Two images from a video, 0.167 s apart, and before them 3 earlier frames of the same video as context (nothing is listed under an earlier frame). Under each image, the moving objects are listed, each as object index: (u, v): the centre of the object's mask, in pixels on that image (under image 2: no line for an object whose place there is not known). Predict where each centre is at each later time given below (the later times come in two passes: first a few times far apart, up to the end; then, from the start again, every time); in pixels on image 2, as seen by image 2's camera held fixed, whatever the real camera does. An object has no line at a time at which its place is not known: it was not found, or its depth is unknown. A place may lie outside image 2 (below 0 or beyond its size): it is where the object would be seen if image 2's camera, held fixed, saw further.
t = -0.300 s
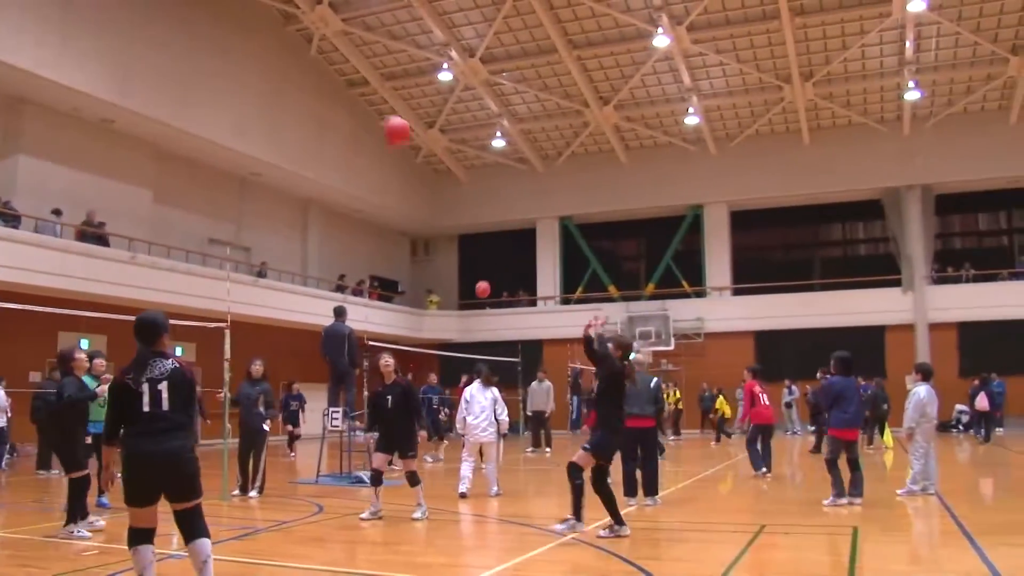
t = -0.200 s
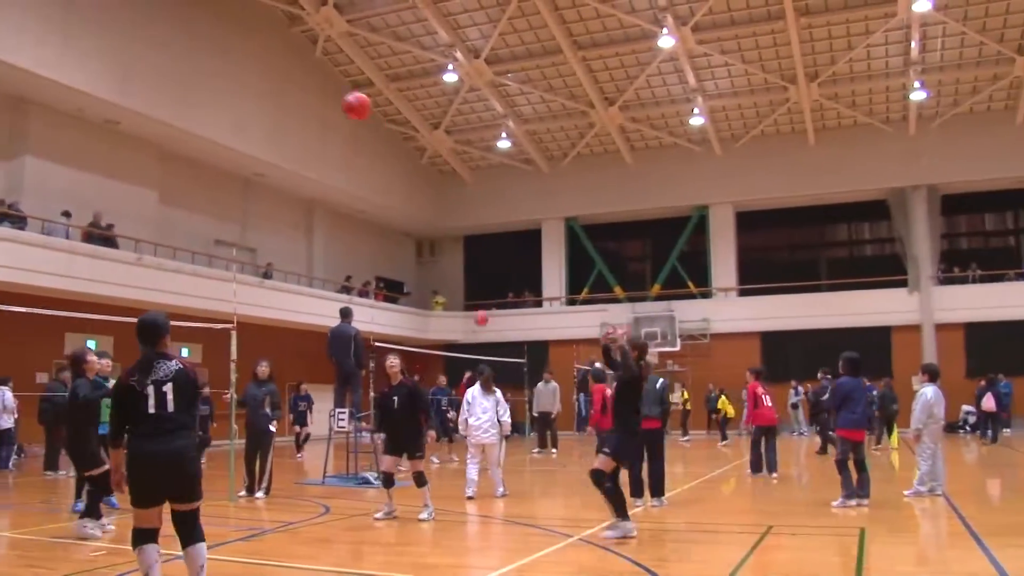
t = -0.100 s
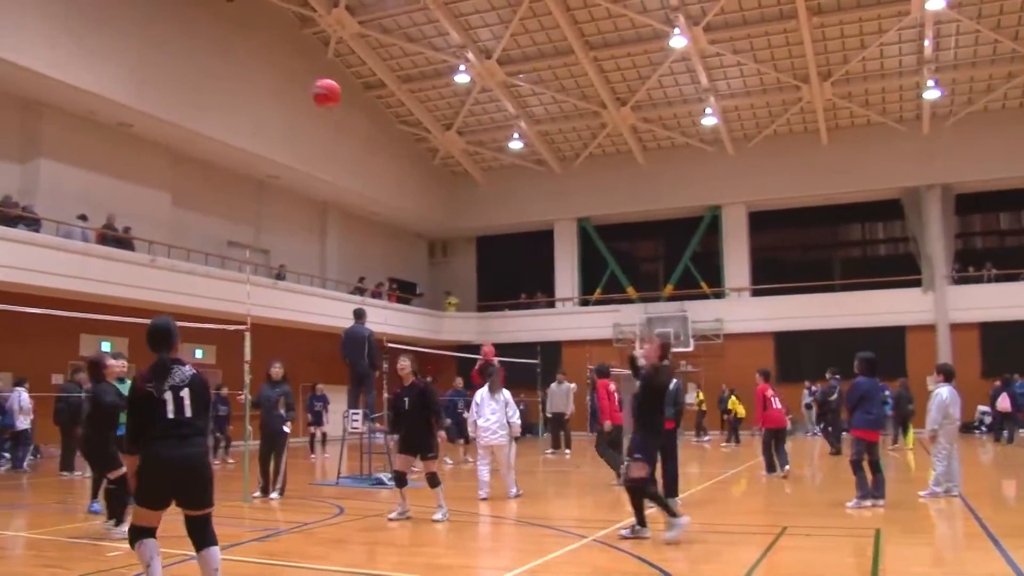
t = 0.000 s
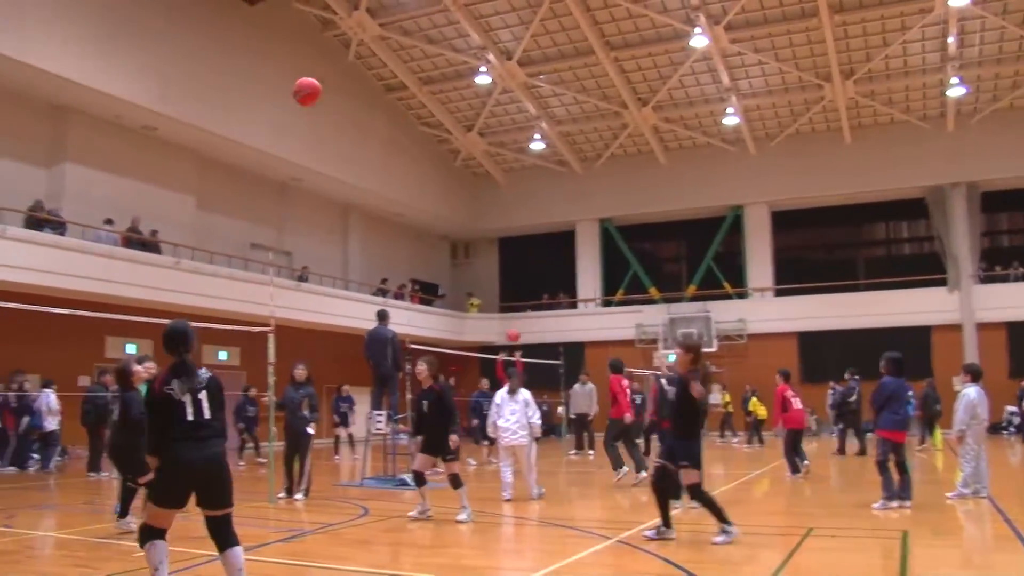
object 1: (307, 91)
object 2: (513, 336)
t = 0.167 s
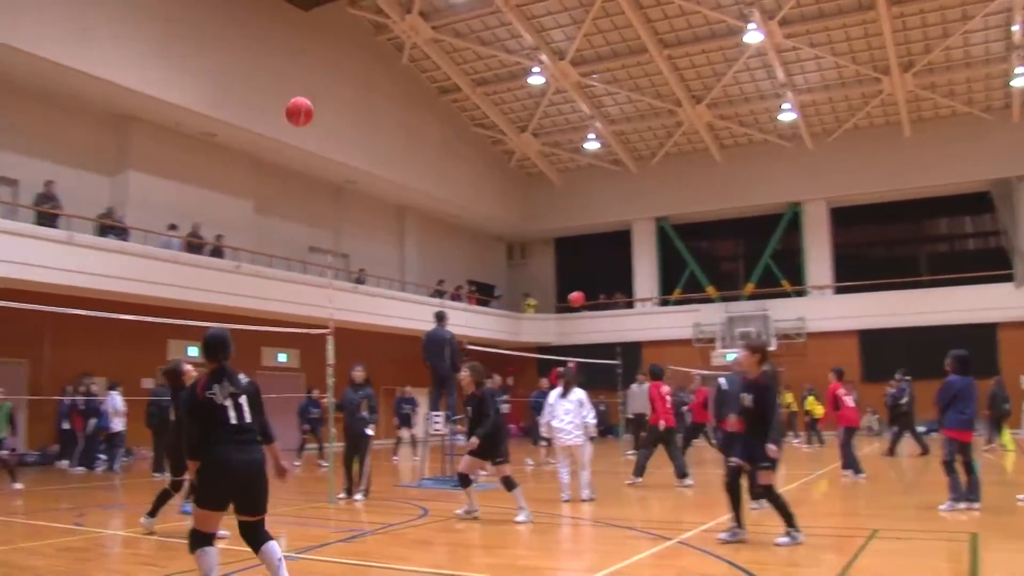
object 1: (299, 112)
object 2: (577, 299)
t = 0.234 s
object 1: (275, 125)
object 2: (581, 289)
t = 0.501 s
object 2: (597, 272)
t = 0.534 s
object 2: (599, 273)
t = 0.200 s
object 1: (287, 118)
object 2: (578, 294)
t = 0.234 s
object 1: (275, 125)
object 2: (581, 289)
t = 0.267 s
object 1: (263, 134)
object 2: (583, 285)
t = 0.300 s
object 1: (250, 143)
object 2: (585, 281)
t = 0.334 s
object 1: (239, 154)
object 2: (587, 278)
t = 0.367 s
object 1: (228, 166)
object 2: (589, 275)
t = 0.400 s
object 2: (591, 274)
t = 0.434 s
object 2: (593, 273)
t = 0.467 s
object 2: (595, 272)
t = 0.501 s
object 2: (597, 272)
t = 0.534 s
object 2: (599, 273)
